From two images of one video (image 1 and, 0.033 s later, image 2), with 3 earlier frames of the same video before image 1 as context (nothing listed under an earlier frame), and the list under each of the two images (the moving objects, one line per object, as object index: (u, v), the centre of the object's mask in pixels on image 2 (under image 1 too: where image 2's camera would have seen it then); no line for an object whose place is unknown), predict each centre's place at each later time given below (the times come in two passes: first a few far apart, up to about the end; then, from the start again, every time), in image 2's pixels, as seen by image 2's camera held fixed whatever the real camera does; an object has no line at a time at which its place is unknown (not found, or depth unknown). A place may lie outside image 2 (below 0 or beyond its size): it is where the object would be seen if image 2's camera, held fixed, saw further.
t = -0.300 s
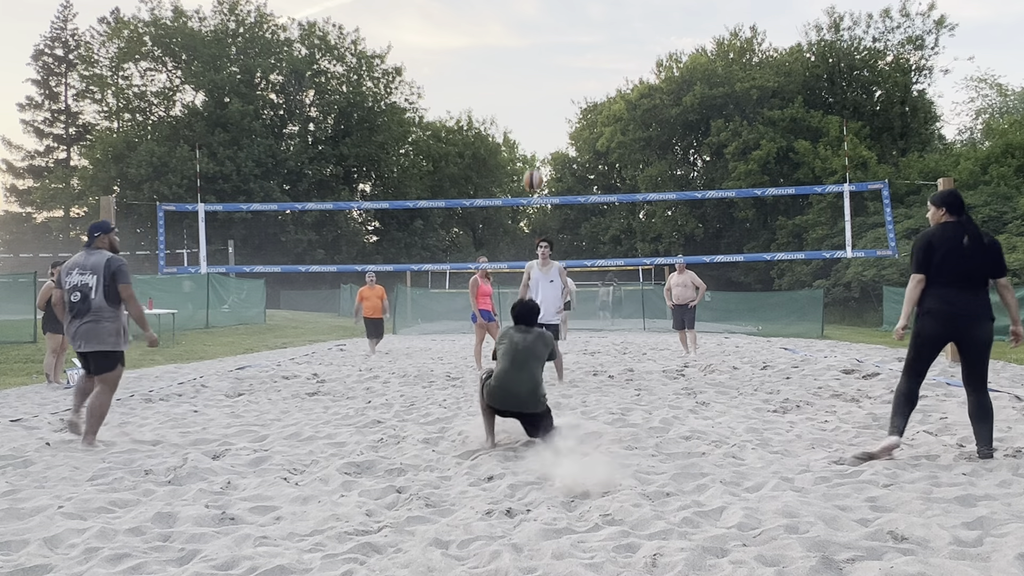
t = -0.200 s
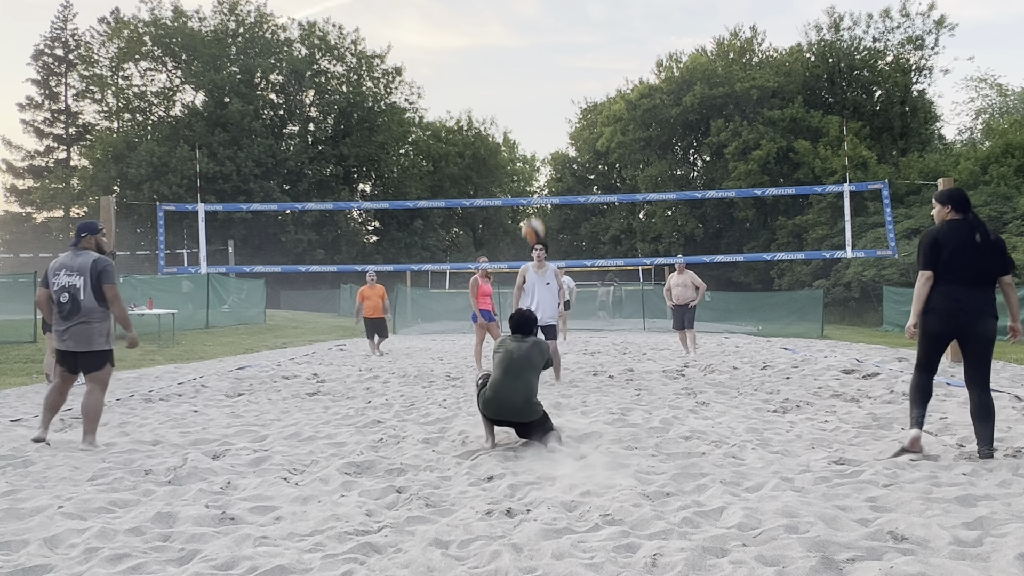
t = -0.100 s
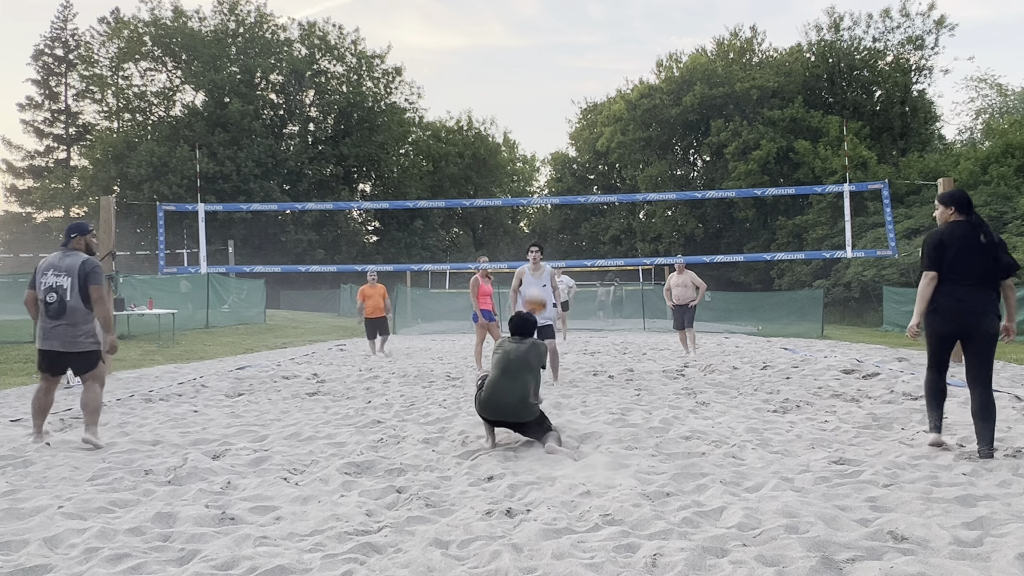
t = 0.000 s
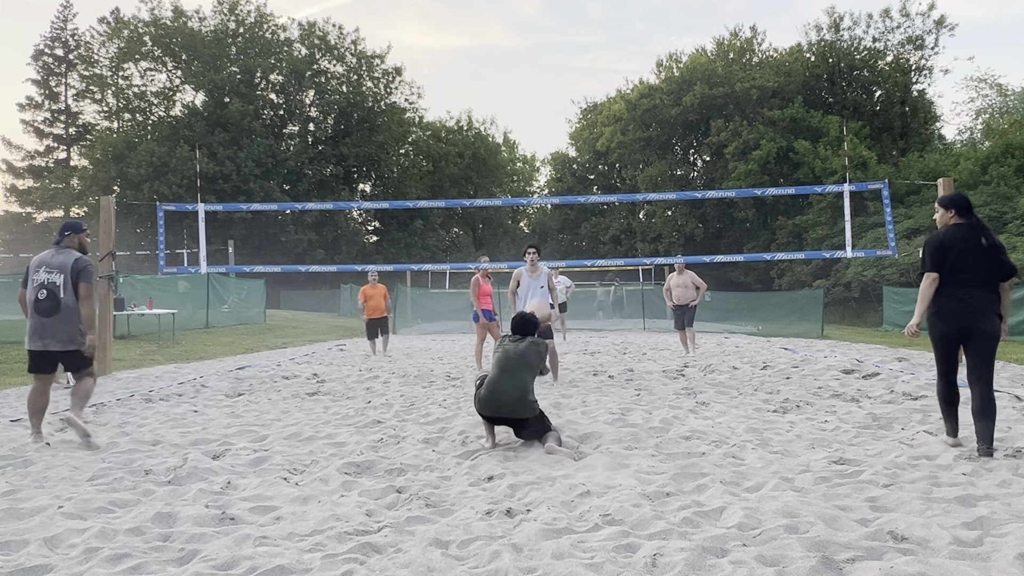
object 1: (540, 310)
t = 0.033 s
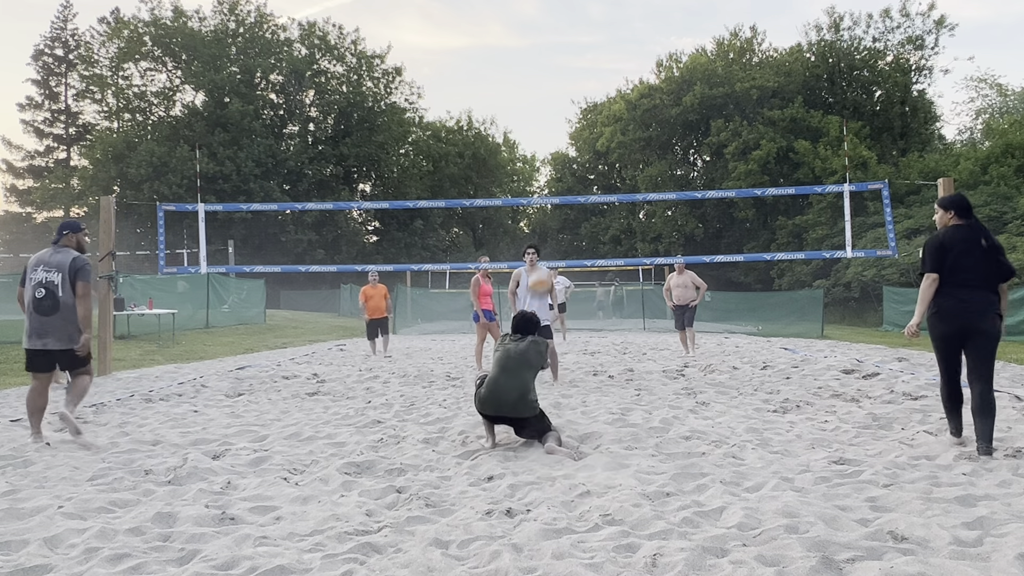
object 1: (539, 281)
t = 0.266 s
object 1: (551, 129)
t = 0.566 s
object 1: (564, 50)
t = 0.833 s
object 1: (576, 62)
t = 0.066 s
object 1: (541, 253)
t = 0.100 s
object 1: (543, 229)
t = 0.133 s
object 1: (544, 202)
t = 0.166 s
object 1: (547, 182)
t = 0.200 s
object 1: (549, 163)
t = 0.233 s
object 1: (550, 146)
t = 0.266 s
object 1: (551, 129)
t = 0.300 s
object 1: (552, 115)
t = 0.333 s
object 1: (554, 102)
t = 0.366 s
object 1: (555, 91)
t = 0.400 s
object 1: (556, 80)
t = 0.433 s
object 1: (558, 71)
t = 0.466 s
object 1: (559, 64)
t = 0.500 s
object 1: (561, 57)
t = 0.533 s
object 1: (562, 53)
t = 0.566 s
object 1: (564, 50)
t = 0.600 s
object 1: (566, 49)
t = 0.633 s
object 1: (567, 48)
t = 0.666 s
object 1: (569, 48)
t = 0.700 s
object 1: (570, 49)
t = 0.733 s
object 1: (571, 49)
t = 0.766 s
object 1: (573, 52)
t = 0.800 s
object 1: (574, 57)
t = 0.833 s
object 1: (576, 62)
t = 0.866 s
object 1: (577, 67)
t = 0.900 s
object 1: (578, 72)
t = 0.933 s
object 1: (580, 81)
